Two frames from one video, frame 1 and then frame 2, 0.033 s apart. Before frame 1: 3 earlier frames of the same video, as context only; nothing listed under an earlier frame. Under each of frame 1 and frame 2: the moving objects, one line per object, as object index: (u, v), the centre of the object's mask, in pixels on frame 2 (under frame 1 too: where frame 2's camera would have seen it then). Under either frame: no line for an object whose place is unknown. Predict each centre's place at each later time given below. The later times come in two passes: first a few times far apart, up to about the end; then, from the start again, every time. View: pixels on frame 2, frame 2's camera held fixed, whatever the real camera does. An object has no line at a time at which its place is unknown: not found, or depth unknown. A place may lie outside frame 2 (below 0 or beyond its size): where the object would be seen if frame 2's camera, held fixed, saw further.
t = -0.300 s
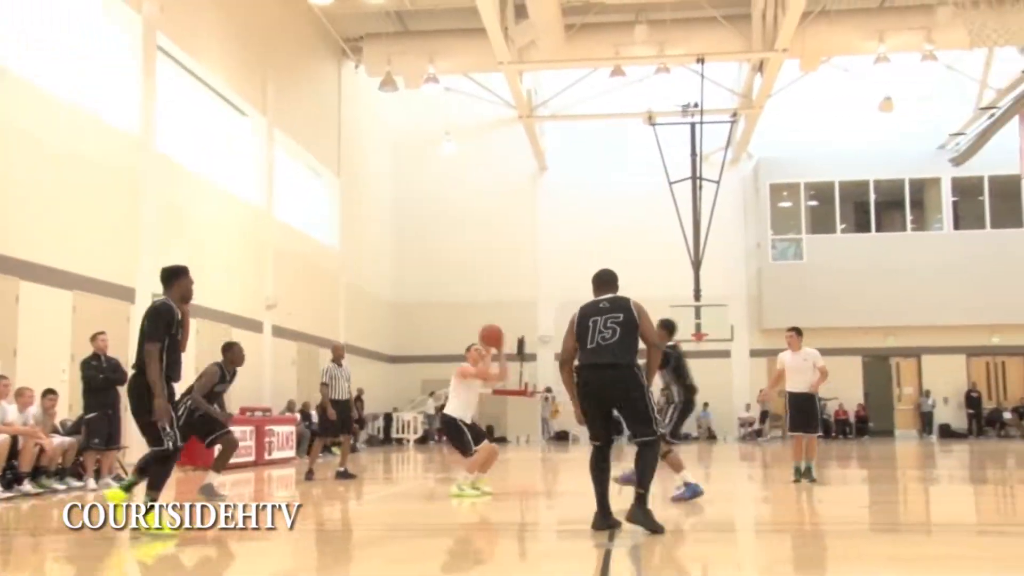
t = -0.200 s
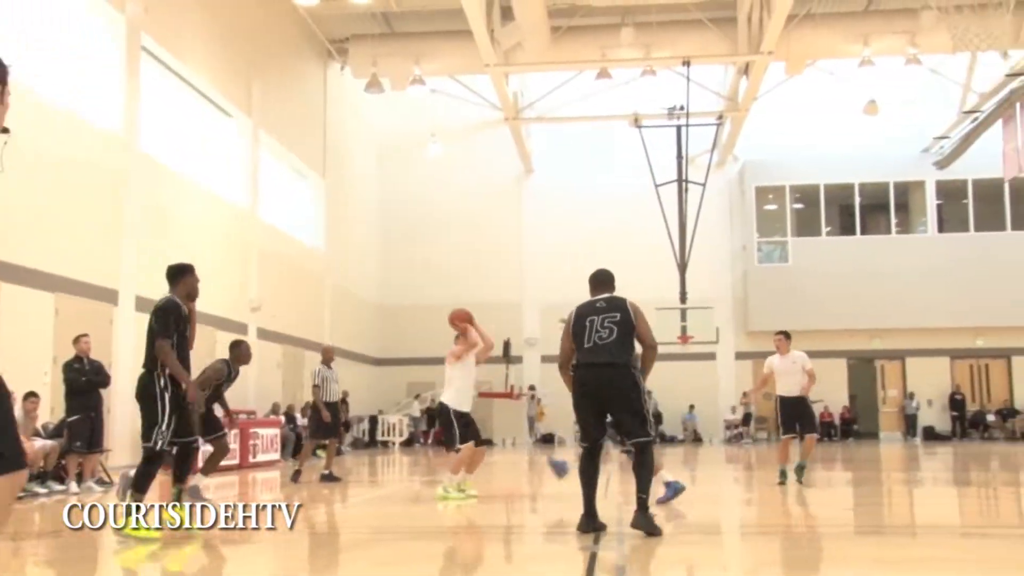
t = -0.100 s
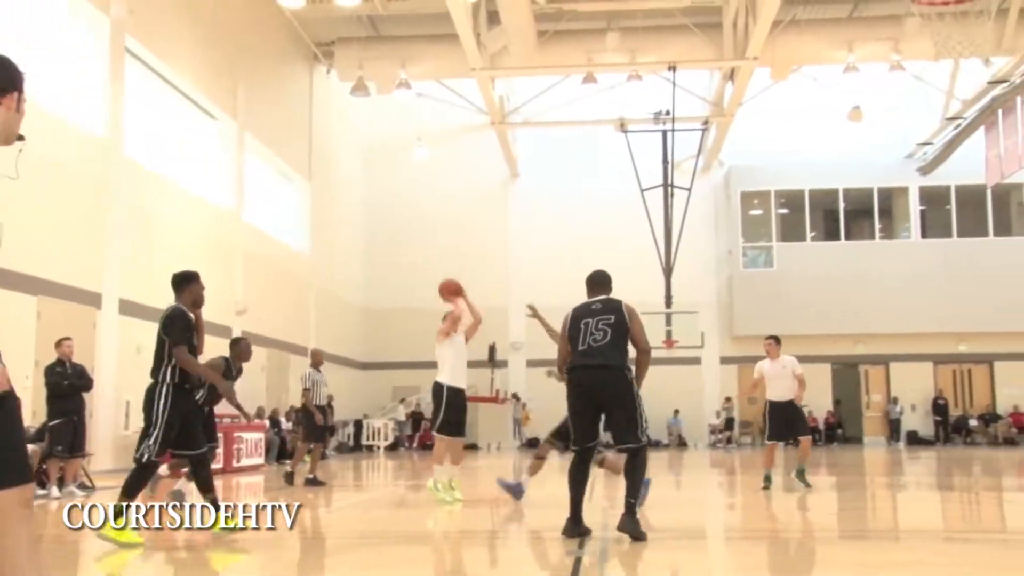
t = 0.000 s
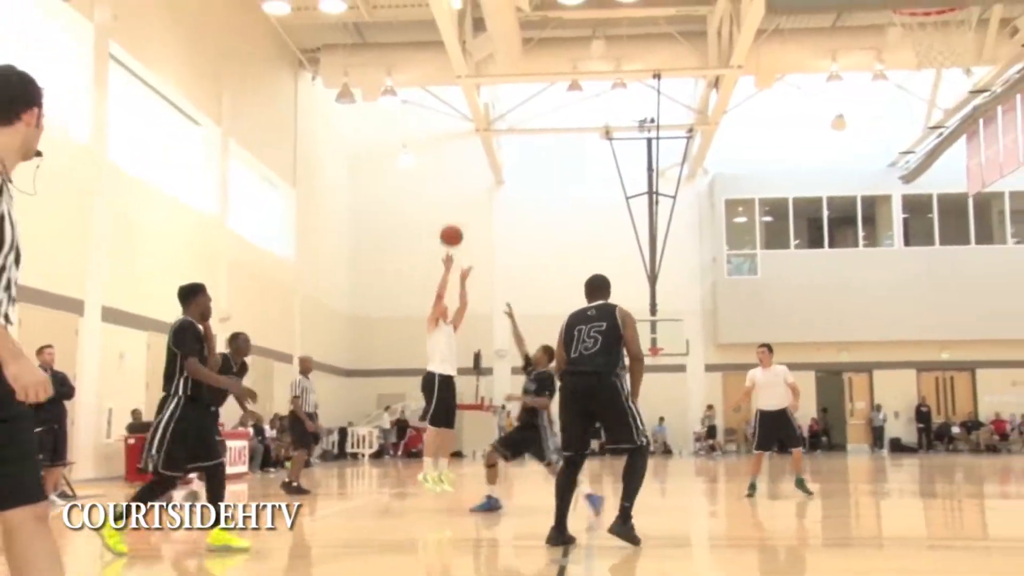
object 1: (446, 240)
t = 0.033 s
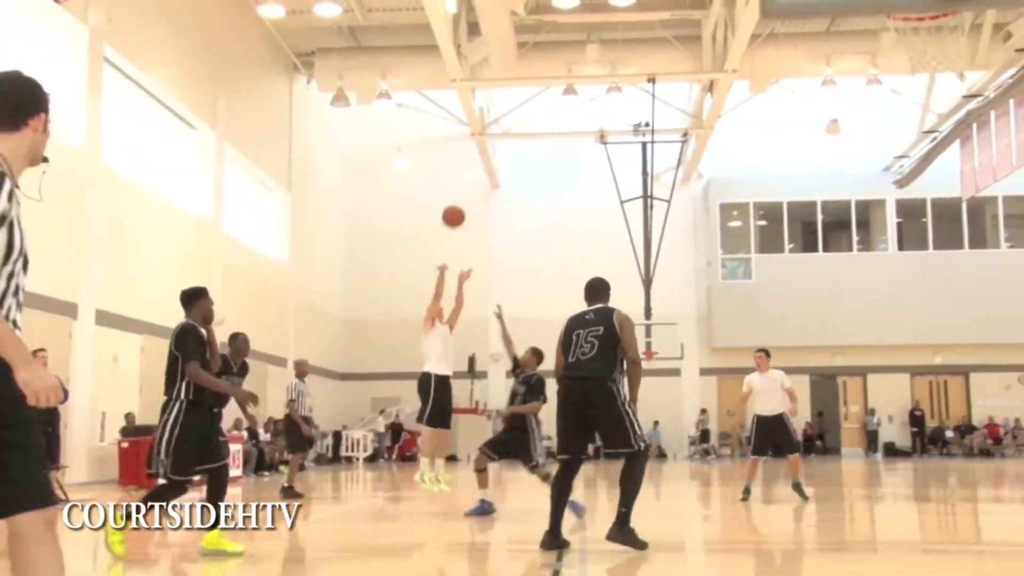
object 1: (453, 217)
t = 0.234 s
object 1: (499, 92)
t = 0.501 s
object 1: (573, -35)
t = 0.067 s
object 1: (460, 194)
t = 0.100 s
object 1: (468, 172)
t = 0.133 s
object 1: (476, 151)
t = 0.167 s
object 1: (484, 130)
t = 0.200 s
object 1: (491, 112)
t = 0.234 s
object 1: (499, 92)
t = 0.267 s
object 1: (508, 73)
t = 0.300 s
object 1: (517, 55)
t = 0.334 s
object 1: (526, 38)
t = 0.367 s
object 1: (534, 22)
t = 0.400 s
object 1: (543, 6)
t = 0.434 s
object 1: (552, -9)
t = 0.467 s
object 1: (563, -22)
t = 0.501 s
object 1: (573, -35)
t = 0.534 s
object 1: (583, -48)
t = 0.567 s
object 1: (593, -59)
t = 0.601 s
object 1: (604, -69)
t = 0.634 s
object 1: (615, -78)
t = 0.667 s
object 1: (627, -86)
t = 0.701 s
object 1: (640, -93)
